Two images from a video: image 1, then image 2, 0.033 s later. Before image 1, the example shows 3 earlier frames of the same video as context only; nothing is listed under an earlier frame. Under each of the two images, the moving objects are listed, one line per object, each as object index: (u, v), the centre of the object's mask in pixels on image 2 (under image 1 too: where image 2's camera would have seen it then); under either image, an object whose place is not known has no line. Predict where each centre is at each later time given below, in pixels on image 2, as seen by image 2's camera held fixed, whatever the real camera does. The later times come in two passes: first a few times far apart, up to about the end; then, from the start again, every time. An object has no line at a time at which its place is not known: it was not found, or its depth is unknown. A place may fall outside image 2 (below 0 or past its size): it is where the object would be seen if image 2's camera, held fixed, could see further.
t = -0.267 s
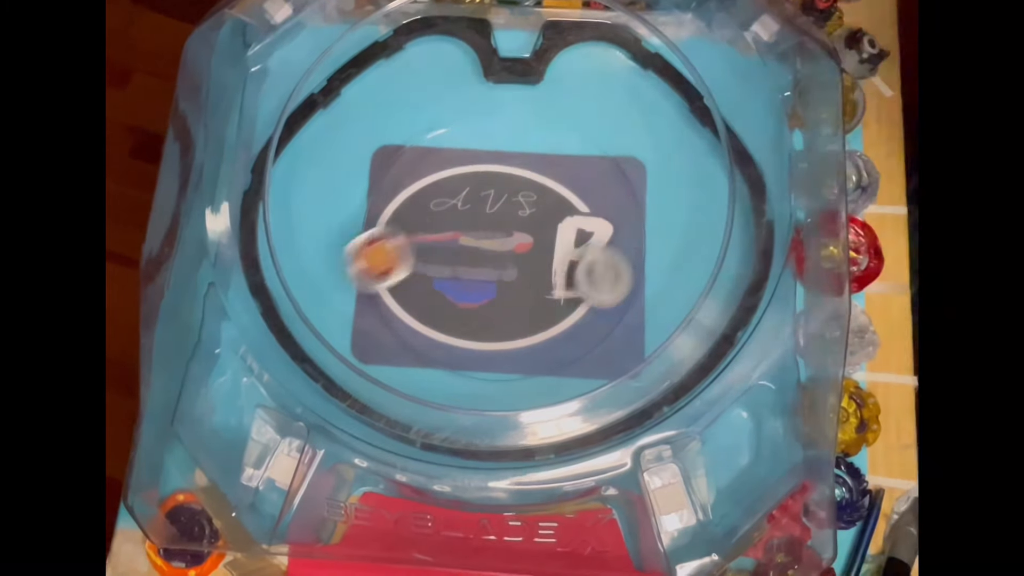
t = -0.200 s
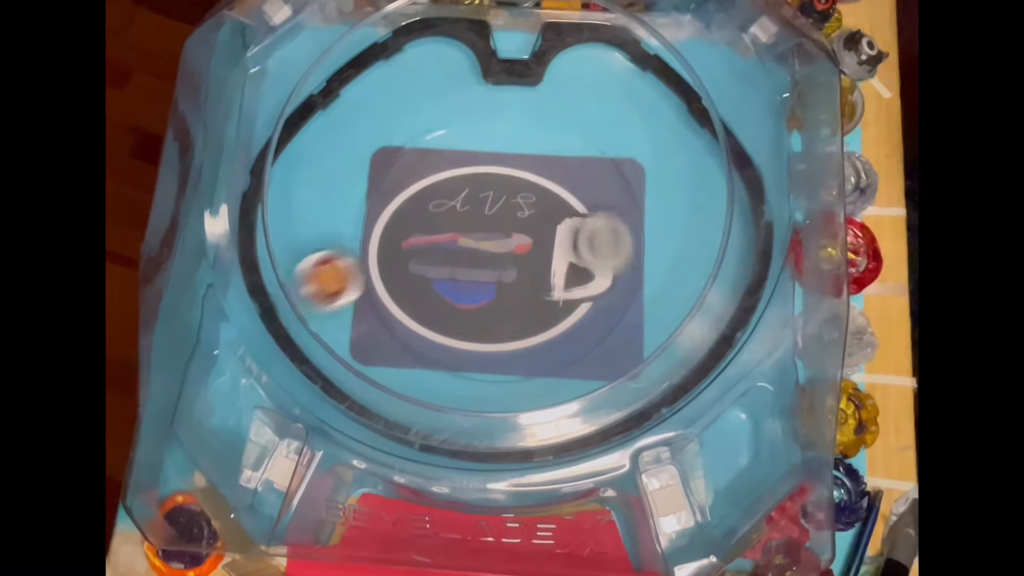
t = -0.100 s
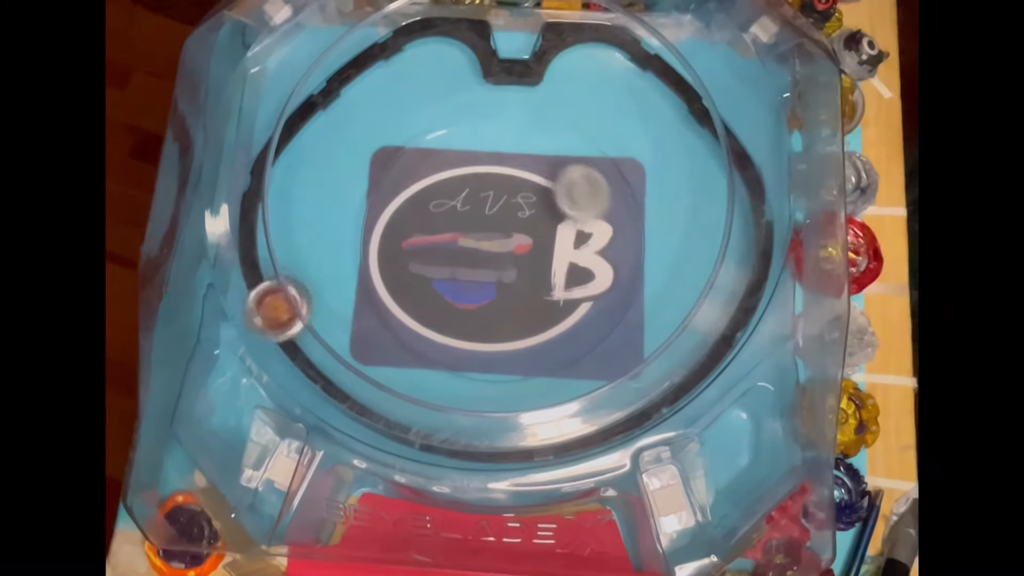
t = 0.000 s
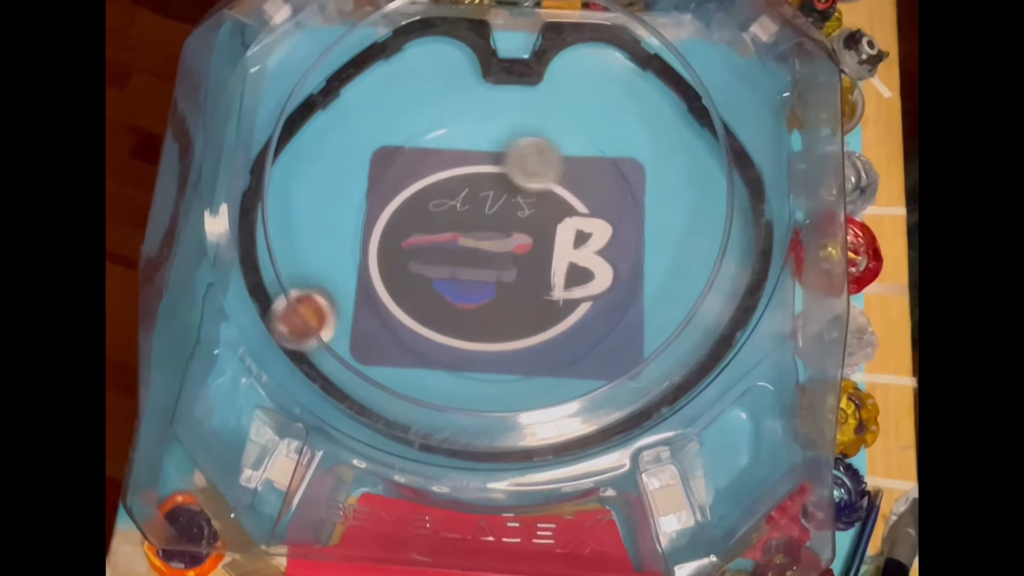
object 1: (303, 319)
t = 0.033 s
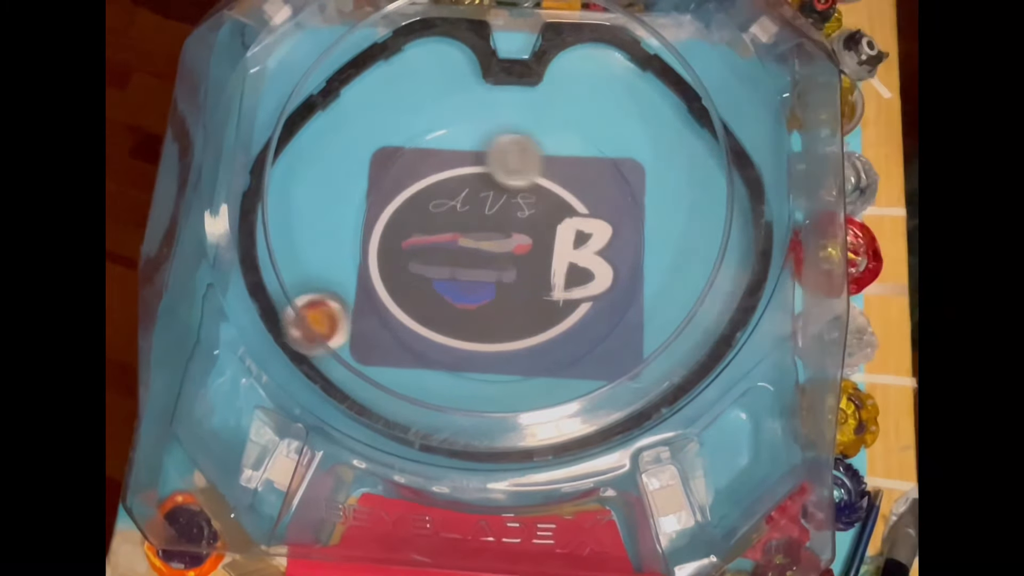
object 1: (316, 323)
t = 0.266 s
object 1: (453, 390)
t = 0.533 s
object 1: (710, 304)
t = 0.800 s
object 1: (588, 58)
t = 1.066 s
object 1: (388, 301)
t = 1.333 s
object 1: (513, 379)
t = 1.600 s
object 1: (656, 202)
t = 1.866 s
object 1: (510, 141)
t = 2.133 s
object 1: (331, 111)
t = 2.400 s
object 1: (323, 361)
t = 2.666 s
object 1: (707, 315)
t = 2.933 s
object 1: (459, 112)
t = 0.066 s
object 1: (332, 329)
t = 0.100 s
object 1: (347, 336)
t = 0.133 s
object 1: (364, 345)
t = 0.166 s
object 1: (381, 356)
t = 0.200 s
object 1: (401, 367)
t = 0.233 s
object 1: (425, 377)
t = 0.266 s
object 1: (453, 390)
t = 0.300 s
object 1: (486, 401)
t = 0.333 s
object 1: (521, 396)
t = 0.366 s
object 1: (558, 392)
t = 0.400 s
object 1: (604, 405)
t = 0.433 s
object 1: (637, 392)
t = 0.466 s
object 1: (663, 368)
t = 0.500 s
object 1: (690, 337)
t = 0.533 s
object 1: (710, 304)
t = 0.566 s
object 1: (727, 272)
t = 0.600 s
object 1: (735, 237)
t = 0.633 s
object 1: (738, 203)
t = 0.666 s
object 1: (737, 171)
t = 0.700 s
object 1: (713, 139)
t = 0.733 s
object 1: (676, 111)
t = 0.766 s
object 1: (635, 84)
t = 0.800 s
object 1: (588, 58)
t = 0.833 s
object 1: (554, 55)
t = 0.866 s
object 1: (540, 98)
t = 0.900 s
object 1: (525, 150)
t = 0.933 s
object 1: (496, 185)
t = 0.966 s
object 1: (466, 215)
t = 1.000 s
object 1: (438, 248)
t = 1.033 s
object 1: (412, 273)
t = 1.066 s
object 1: (388, 301)
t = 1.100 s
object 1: (386, 317)
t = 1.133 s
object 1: (395, 331)
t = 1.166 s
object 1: (408, 345)
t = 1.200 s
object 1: (423, 358)
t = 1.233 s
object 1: (441, 368)
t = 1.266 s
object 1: (462, 376)
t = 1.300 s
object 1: (487, 380)
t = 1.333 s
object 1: (513, 379)
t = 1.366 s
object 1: (539, 373)
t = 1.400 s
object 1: (566, 361)
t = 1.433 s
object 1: (590, 344)
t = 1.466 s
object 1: (611, 323)
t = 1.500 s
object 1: (629, 296)
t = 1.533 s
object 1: (643, 266)
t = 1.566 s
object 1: (652, 234)
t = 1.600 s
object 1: (656, 202)
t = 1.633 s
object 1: (655, 169)
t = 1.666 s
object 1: (651, 135)
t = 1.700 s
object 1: (641, 103)
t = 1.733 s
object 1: (628, 72)
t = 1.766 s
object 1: (611, 44)
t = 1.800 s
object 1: (574, 32)
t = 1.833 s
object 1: (538, 79)
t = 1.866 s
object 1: (510, 141)
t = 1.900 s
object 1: (483, 192)
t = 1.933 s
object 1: (472, 155)
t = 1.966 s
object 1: (460, 109)
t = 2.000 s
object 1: (448, 66)
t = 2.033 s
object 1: (434, 31)
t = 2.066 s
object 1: (399, 38)
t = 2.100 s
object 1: (361, 74)
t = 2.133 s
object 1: (331, 111)
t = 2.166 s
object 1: (299, 157)
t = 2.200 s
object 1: (268, 192)
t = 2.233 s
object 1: (237, 226)
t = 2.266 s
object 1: (219, 263)
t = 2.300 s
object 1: (223, 296)
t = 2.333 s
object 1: (246, 325)
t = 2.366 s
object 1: (282, 346)
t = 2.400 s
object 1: (323, 361)
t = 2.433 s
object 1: (362, 377)
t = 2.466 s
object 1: (412, 378)
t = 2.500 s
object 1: (460, 382)
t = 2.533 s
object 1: (508, 378)
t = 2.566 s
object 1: (560, 370)
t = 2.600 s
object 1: (609, 354)
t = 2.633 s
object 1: (656, 342)
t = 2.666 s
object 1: (707, 315)
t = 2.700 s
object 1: (747, 284)
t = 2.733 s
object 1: (764, 207)
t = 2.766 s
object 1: (772, 126)
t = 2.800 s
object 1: (753, 69)
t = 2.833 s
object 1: (659, 70)
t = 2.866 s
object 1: (579, 67)
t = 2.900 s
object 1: (516, 78)
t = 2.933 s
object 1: (459, 112)
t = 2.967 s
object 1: (399, 155)
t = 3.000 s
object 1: (362, 199)
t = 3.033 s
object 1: (334, 253)
